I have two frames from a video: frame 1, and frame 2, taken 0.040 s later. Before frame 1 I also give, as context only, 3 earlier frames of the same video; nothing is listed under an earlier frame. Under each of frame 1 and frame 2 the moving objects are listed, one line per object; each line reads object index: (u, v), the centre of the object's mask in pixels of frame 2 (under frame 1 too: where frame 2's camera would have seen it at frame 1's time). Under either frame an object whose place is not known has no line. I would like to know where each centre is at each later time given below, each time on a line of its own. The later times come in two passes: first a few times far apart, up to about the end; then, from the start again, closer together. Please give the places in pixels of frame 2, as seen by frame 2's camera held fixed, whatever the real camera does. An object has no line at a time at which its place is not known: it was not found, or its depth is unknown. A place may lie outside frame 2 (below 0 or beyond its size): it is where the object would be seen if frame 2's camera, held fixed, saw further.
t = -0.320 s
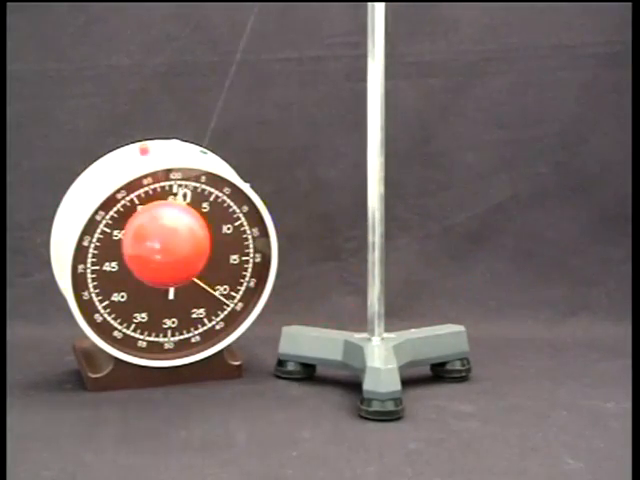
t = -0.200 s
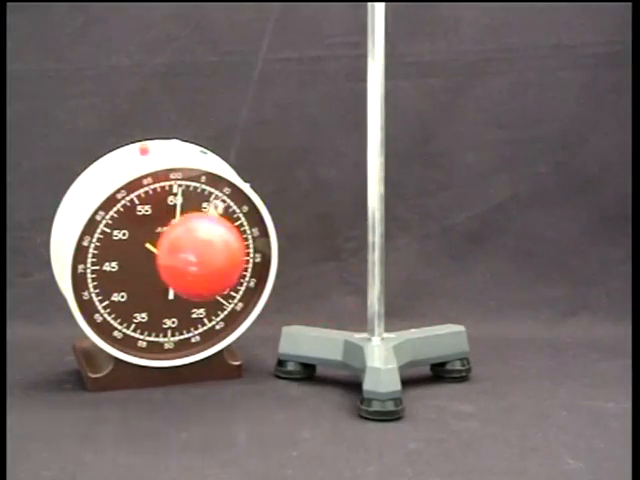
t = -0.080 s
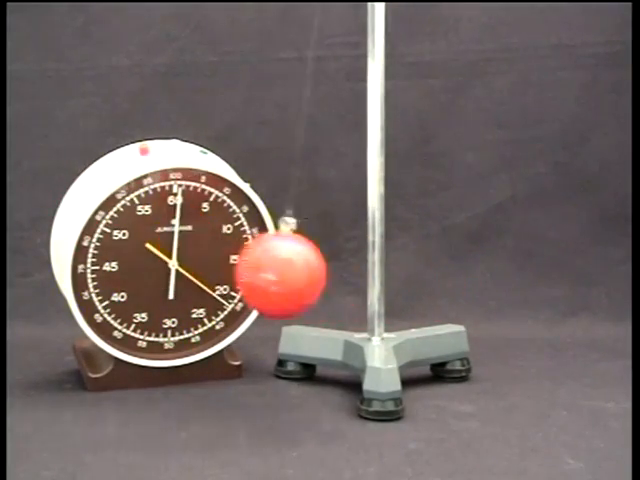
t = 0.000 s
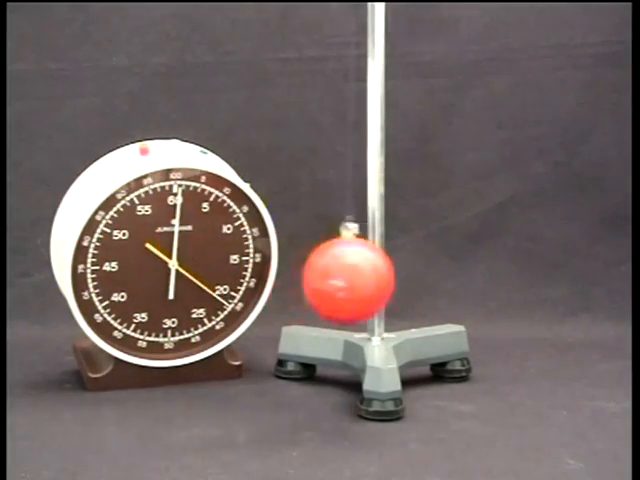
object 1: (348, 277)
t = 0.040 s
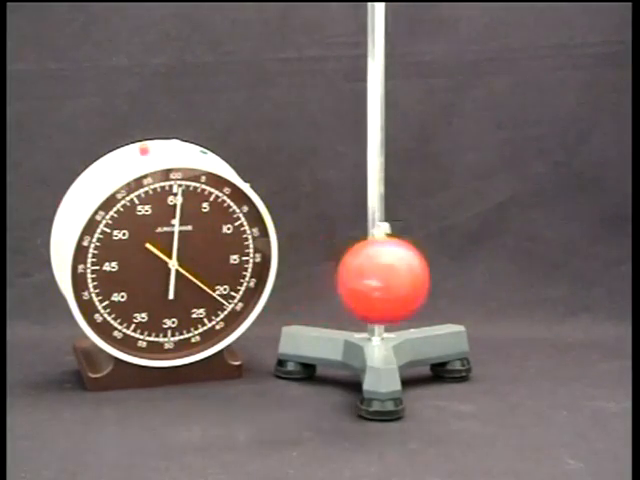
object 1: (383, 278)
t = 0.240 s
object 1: (517, 256)
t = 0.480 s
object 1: (501, 261)
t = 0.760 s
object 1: (282, 273)
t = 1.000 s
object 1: (169, 242)
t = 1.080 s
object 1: (173, 246)
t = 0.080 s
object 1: (417, 275)
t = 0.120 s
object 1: (448, 271)
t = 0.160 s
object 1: (476, 266)
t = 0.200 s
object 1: (499, 260)
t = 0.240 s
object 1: (517, 256)
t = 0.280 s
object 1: (529, 252)
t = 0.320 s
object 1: (535, 250)
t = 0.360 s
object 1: (536, 250)
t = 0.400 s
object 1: (530, 252)
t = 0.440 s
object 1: (518, 256)
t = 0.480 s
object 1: (501, 261)
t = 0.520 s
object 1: (477, 266)
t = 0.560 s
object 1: (449, 272)
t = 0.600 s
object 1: (419, 276)
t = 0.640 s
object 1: (384, 279)
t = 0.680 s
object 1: (349, 278)
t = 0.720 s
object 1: (316, 277)
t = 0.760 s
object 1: (282, 273)
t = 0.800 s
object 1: (251, 268)
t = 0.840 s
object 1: (225, 260)
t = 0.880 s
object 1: (202, 254)
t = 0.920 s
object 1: (185, 248)
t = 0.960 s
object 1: (173, 247)
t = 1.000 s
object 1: (169, 242)
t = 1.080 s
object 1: (173, 246)
